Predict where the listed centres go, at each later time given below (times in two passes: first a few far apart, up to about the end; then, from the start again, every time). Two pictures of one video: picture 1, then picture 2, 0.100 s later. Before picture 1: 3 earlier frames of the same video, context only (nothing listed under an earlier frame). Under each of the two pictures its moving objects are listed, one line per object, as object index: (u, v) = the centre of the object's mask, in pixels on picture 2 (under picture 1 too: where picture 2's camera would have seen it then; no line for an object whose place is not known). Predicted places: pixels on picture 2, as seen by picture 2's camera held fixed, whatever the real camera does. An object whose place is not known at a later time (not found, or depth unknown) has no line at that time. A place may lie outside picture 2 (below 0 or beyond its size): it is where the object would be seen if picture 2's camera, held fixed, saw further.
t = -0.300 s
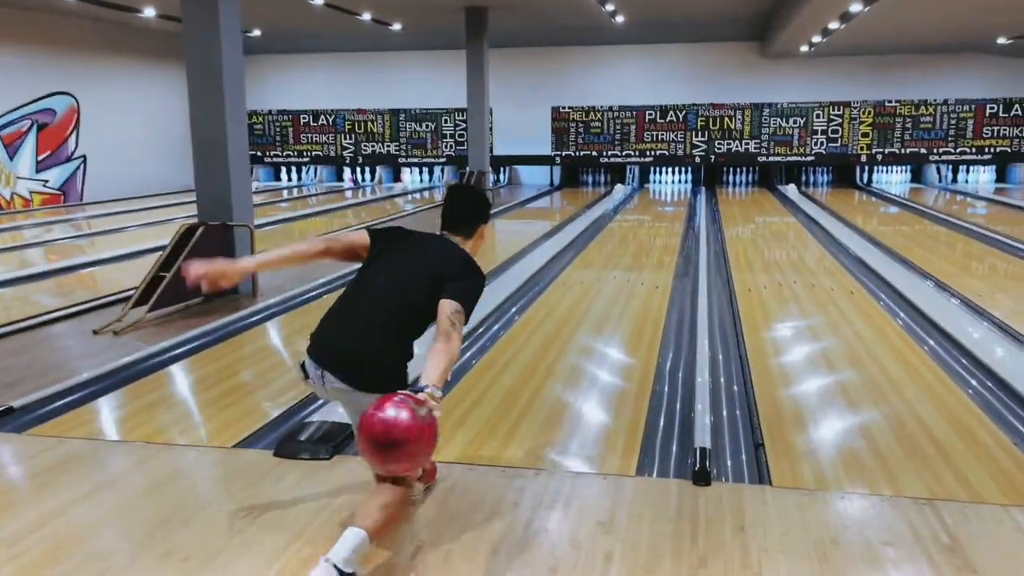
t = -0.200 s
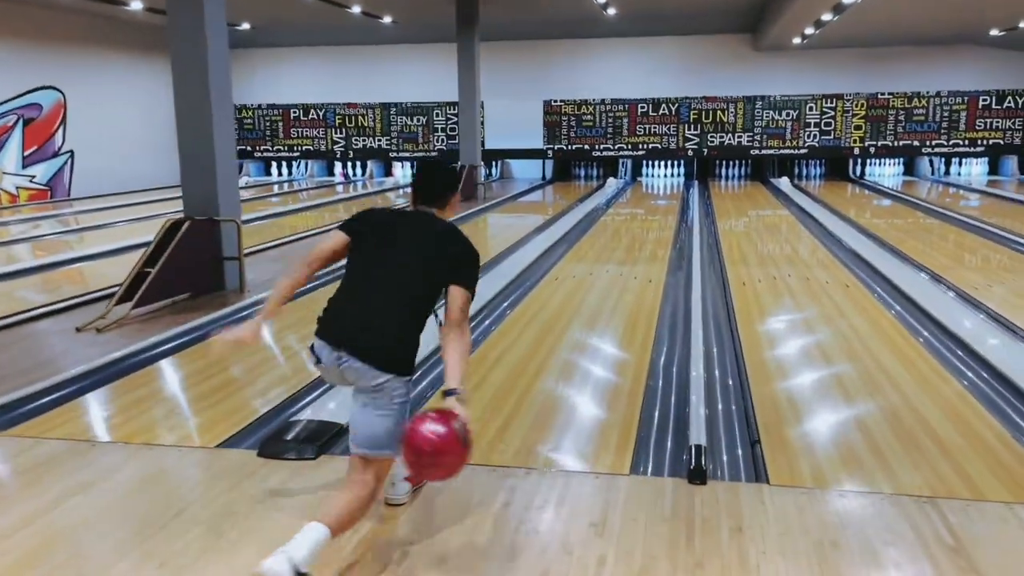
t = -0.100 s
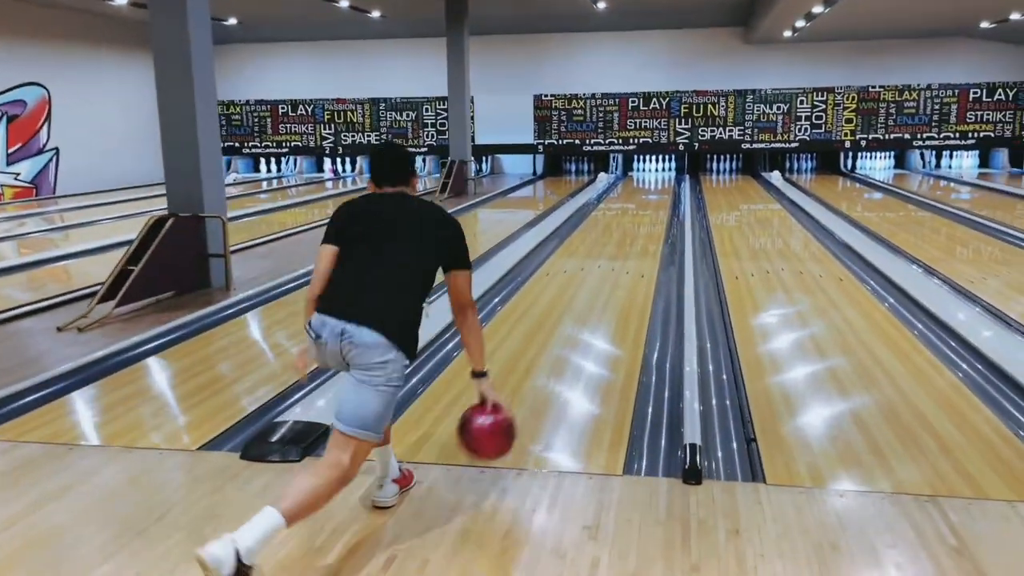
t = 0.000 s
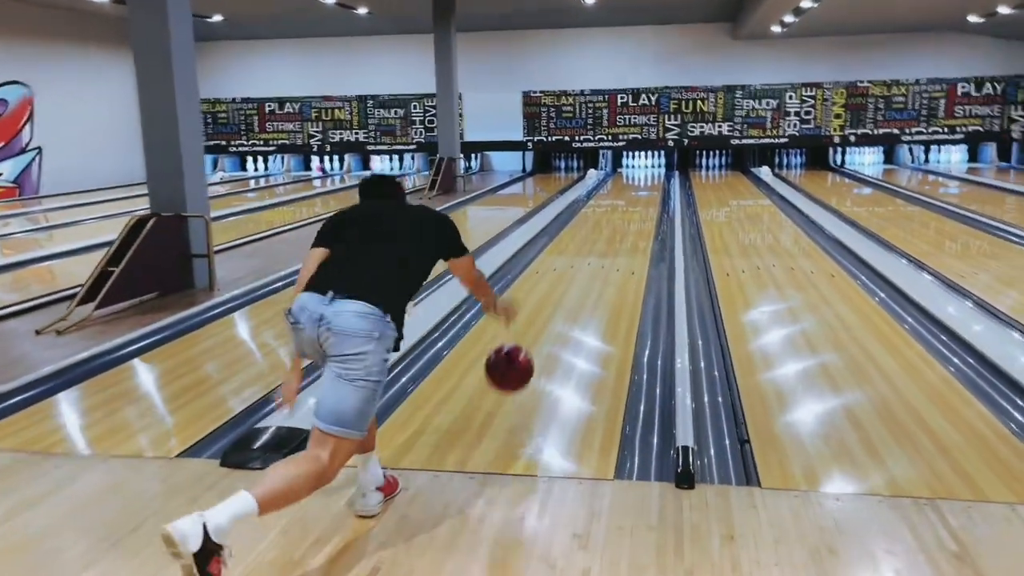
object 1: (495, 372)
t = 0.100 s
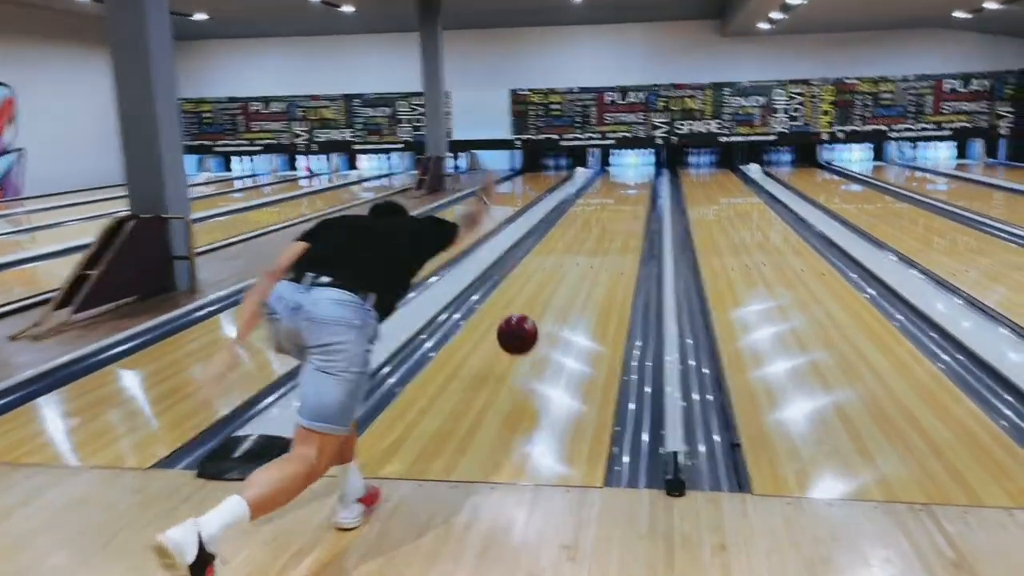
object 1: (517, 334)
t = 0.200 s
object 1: (533, 324)
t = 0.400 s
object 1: (553, 277)
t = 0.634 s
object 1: (567, 242)
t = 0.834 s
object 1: (575, 222)
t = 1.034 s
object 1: (581, 207)
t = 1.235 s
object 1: (585, 196)
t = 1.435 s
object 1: (588, 189)
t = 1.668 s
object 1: (591, 181)
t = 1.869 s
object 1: (592, 176)
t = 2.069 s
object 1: (594, 173)
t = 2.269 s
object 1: (598, 169)
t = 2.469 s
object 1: (600, 167)
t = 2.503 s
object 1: (602, 166)
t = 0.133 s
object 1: (523, 329)
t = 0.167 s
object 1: (528, 326)
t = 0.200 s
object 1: (533, 324)
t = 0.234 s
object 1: (537, 313)
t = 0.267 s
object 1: (541, 304)
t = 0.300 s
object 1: (544, 298)
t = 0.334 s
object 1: (547, 290)
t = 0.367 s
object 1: (550, 283)
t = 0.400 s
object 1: (553, 277)
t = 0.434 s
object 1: (555, 271)
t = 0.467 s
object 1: (558, 265)
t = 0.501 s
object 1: (560, 260)
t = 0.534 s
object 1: (562, 255)
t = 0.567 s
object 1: (563, 251)
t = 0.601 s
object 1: (565, 246)
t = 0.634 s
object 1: (567, 242)
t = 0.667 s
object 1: (568, 239)
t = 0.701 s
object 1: (570, 235)
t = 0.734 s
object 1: (571, 232)
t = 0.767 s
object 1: (572, 228)
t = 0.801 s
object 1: (574, 225)
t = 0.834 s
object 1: (575, 222)
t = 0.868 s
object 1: (576, 219)
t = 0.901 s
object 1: (577, 217)
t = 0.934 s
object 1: (578, 214)
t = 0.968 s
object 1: (579, 212)
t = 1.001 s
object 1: (580, 210)
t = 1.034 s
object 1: (581, 207)
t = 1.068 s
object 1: (582, 206)
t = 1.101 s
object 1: (583, 204)
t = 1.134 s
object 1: (584, 202)
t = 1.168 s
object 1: (584, 200)
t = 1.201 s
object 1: (585, 198)
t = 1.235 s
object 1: (585, 196)
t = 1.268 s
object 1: (586, 195)
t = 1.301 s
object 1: (587, 193)
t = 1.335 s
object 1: (587, 191)
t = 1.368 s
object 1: (587, 191)
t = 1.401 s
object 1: (587, 190)
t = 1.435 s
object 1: (588, 189)
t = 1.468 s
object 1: (589, 187)
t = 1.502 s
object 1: (589, 186)
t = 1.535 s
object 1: (589, 185)
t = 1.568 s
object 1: (589, 184)
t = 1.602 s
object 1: (590, 183)
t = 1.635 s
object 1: (590, 182)
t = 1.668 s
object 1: (591, 181)
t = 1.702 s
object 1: (590, 180)
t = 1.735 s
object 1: (591, 179)
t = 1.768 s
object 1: (591, 178)
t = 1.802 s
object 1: (591, 177)
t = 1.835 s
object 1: (592, 176)
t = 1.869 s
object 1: (592, 176)
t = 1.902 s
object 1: (591, 175)
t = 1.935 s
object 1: (591, 176)
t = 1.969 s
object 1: (592, 175)
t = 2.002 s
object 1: (591, 176)
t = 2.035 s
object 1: (593, 174)
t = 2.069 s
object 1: (594, 173)
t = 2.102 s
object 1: (594, 173)
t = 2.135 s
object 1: (595, 172)
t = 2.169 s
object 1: (597, 171)
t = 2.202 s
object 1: (596, 170)
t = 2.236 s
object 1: (596, 170)
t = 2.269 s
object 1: (598, 169)
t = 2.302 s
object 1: (597, 169)
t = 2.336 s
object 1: (599, 168)
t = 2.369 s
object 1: (599, 168)
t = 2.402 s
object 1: (600, 168)
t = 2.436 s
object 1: (600, 167)
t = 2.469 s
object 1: (600, 167)
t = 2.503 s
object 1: (602, 166)
